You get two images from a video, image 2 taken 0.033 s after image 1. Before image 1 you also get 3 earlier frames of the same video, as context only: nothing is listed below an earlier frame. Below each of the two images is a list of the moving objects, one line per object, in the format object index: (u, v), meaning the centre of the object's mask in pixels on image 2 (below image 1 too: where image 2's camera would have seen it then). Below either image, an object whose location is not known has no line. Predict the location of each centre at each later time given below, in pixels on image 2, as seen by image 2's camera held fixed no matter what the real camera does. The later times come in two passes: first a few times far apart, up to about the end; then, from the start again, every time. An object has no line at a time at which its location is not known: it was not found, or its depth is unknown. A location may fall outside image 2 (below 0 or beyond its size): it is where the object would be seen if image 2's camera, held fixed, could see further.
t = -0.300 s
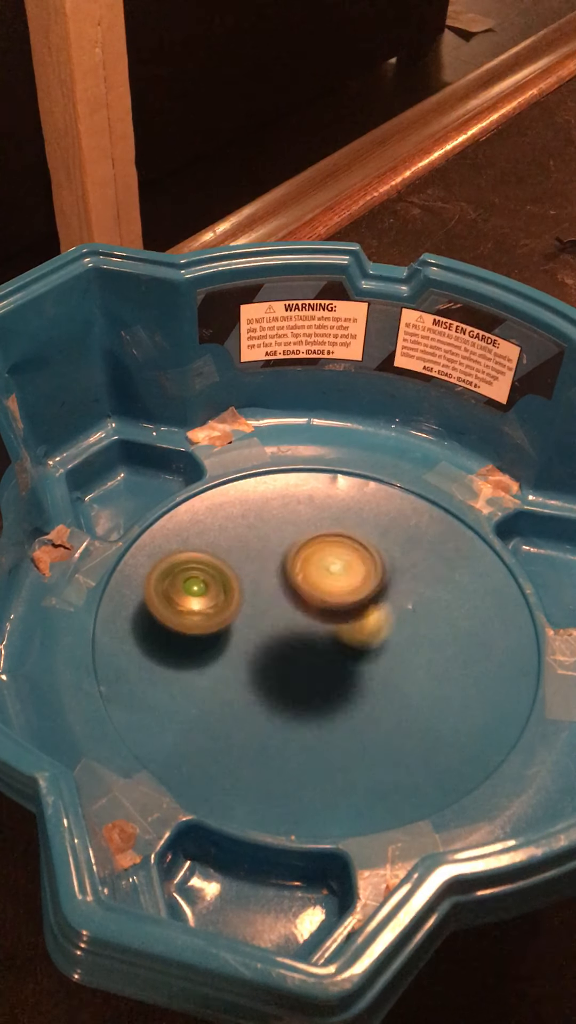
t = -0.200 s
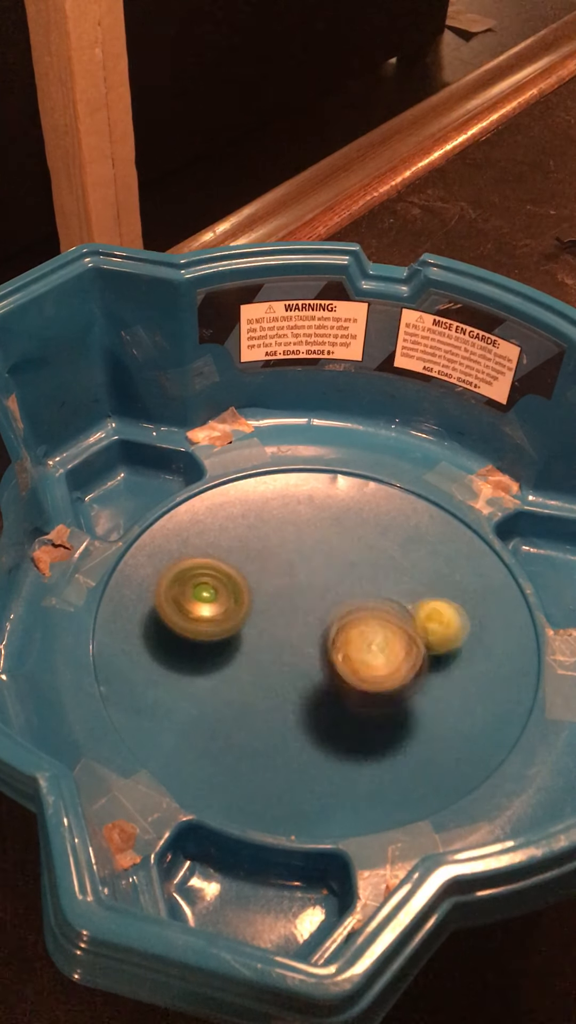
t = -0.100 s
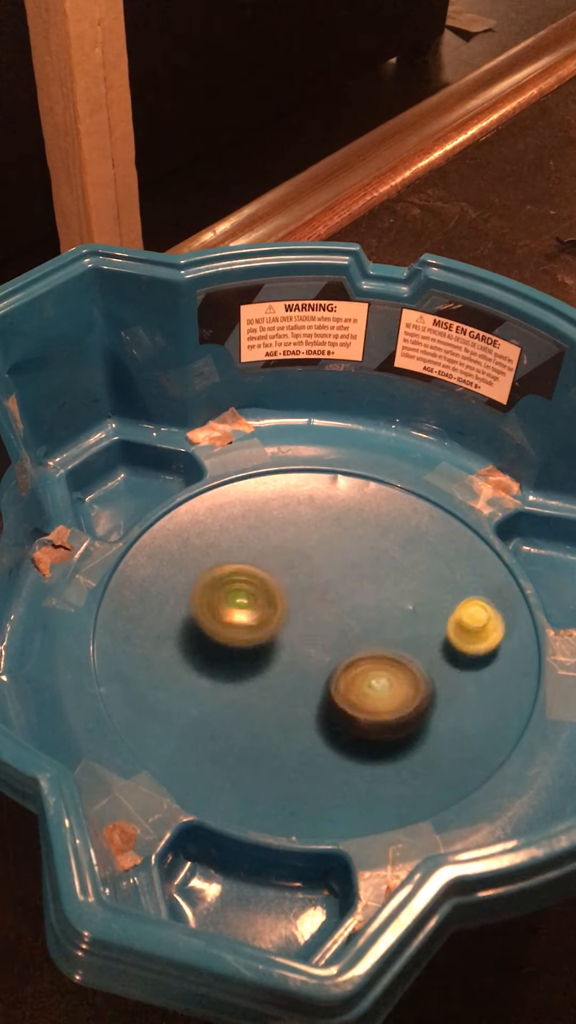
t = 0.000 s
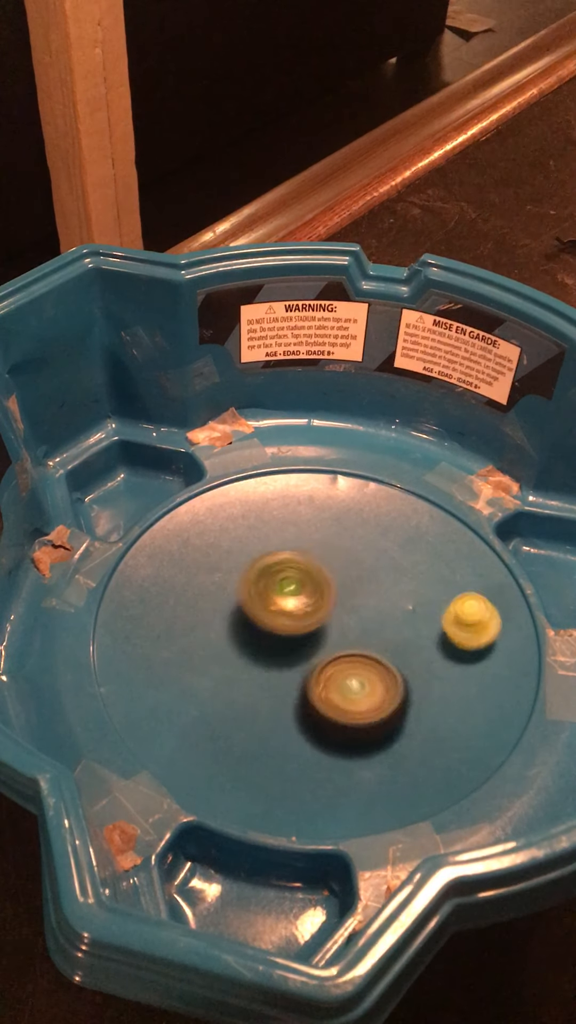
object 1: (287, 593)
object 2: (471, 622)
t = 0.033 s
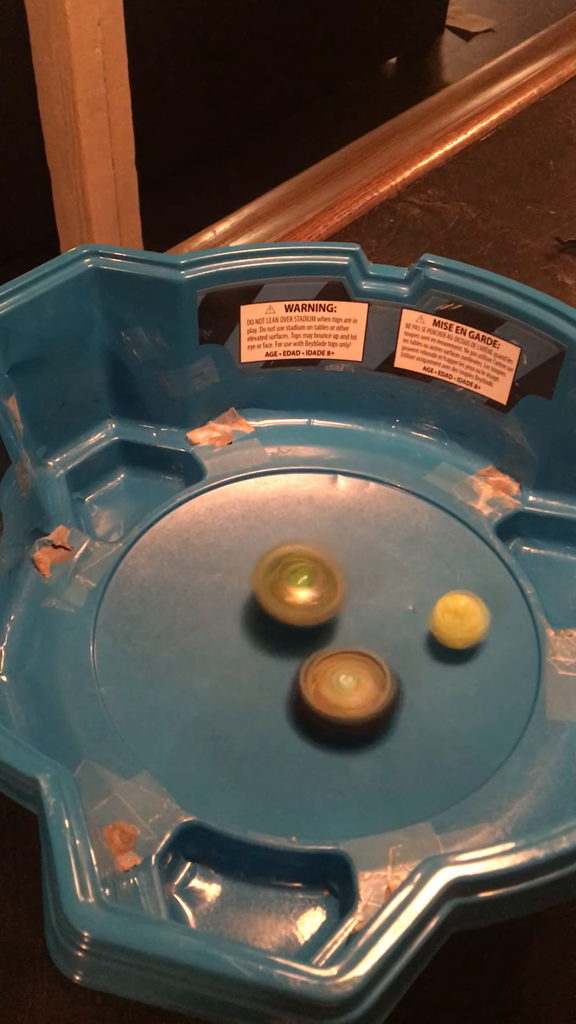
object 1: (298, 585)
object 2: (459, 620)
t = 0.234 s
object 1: (312, 522)
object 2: (421, 629)
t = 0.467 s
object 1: (284, 537)
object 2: (427, 612)
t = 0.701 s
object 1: (348, 555)
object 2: (333, 641)
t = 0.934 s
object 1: (381, 547)
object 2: (469, 643)
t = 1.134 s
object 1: (368, 584)
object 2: (438, 647)
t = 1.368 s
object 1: (352, 533)
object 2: (311, 773)
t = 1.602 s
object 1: (298, 591)
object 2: (133, 671)
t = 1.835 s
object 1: (379, 609)
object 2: (170, 641)
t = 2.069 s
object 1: (379, 579)
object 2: (172, 634)
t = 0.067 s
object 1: (309, 574)
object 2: (444, 620)
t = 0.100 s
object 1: (314, 563)
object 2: (423, 624)
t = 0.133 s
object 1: (318, 552)
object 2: (402, 627)
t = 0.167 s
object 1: (319, 540)
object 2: (388, 630)
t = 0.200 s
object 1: (317, 529)
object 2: (404, 628)
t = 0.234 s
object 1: (312, 522)
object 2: (421, 629)
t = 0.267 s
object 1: (305, 516)
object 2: (433, 627)
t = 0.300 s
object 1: (297, 513)
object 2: (441, 623)
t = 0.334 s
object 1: (288, 515)
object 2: (445, 621)
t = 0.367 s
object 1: (281, 521)
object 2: (446, 619)
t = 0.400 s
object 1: (276, 530)
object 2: (444, 617)
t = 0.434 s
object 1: (277, 535)
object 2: (437, 614)
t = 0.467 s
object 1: (284, 537)
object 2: (427, 612)
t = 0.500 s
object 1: (292, 539)
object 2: (416, 614)
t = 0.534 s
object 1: (300, 544)
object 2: (403, 617)
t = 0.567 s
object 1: (309, 547)
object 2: (390, 621)
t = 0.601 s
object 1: (318, 550)
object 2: (376, 623)
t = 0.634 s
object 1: (328, 553)
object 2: (363, 624)
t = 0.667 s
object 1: (338, 556)
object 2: (347, 627)
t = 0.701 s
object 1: (348, 555)
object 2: (333, 641)
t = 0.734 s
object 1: (356, 554)
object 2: (339, 651)
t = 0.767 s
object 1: (364, 552)
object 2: (378, 650)
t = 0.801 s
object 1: (371, 550)
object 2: (413, 652)
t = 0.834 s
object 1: (376, 548)
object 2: (440, 648)
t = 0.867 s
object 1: (379, 547)
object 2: (456, 645)
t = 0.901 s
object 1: (381, 546)
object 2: (465, 644)
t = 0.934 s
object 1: (381, 547)
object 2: (469, 643)
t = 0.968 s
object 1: (380, 549)
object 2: (470, 643)
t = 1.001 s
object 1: (377, 553)
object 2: (469, 644)
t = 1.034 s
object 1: (375, 558)
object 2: (466, 645)
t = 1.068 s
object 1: (371, 566)
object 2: (460, 646)
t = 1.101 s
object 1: (368, 576)
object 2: (451, 647)
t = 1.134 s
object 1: (368, 584)
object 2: (438, 647)
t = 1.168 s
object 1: (383, 583)
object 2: (432, 661)
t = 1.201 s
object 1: (390, 571)
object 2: (458, 729)
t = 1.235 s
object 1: (391, 560)
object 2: (469, 791)
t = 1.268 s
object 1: (387, 552)
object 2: (463, 829)
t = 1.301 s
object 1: (377, 542)
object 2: (417, 825)
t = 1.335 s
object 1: (366, 536)
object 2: (365, 804)
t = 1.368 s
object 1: (352, 533)
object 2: (311, 773)
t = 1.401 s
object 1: (338, 535)
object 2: (264, 734)
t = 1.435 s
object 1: (323, 541)
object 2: (227, 718)
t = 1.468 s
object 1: (310, 550)
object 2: (196, 711)
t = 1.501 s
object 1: (300, 563)
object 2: (171, 702)
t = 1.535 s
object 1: (292, 574)
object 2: (153, 692)
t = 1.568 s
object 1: (293, 582)
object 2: (142, 681)
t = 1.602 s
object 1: (298, 591)
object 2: (133, 671)
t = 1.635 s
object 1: (306, 598)
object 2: (131, 664)
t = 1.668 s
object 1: (318, 606)
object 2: (134, 659)
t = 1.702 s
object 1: (329, 610)
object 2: (140, 655)
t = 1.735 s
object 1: (342, 614)
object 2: (149, 651)
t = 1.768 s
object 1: (355, 614)
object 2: (162, 648)
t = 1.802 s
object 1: (367, 612)
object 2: (169, 646)
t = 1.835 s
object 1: (379, 609)
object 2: (170, 641)
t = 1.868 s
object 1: (387, 605)
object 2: (171, 636)
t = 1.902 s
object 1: (393, 600)
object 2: (172, 635)
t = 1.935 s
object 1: (397, 593)
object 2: (172, 634)
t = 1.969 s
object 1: (398, 588)
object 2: (172, 634)
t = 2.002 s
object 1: (394, 583)
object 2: (172, 634)
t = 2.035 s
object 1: (388, 581)
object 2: (172, 634)
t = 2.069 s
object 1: (379, 579)
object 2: (172, 634)
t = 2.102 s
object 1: (367, 581)
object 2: (172, 634)
